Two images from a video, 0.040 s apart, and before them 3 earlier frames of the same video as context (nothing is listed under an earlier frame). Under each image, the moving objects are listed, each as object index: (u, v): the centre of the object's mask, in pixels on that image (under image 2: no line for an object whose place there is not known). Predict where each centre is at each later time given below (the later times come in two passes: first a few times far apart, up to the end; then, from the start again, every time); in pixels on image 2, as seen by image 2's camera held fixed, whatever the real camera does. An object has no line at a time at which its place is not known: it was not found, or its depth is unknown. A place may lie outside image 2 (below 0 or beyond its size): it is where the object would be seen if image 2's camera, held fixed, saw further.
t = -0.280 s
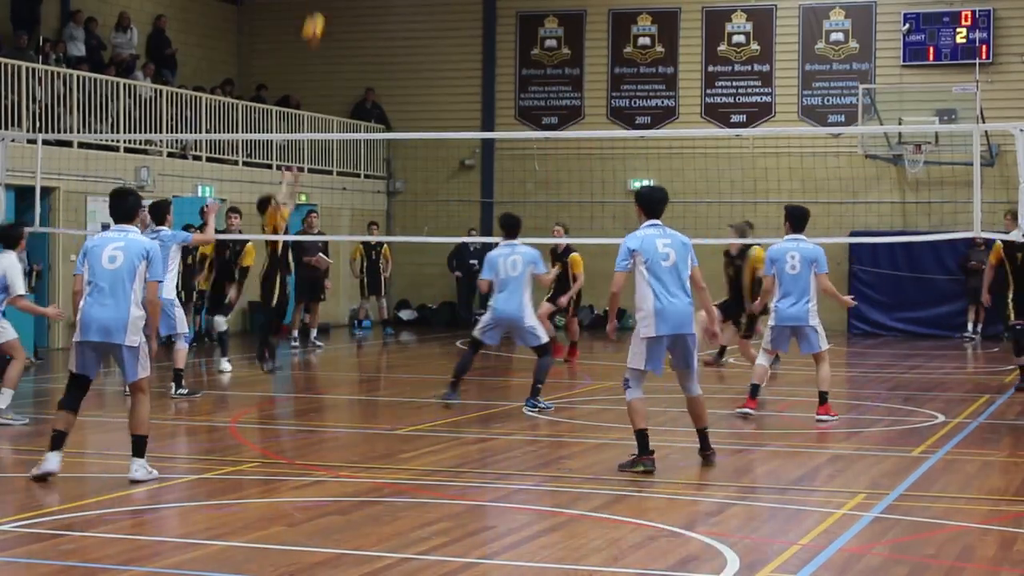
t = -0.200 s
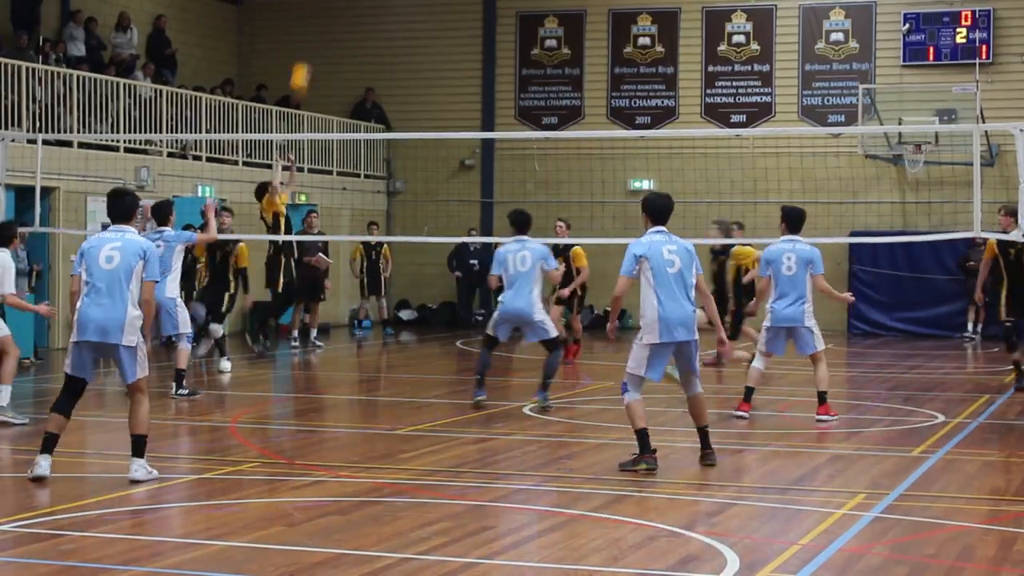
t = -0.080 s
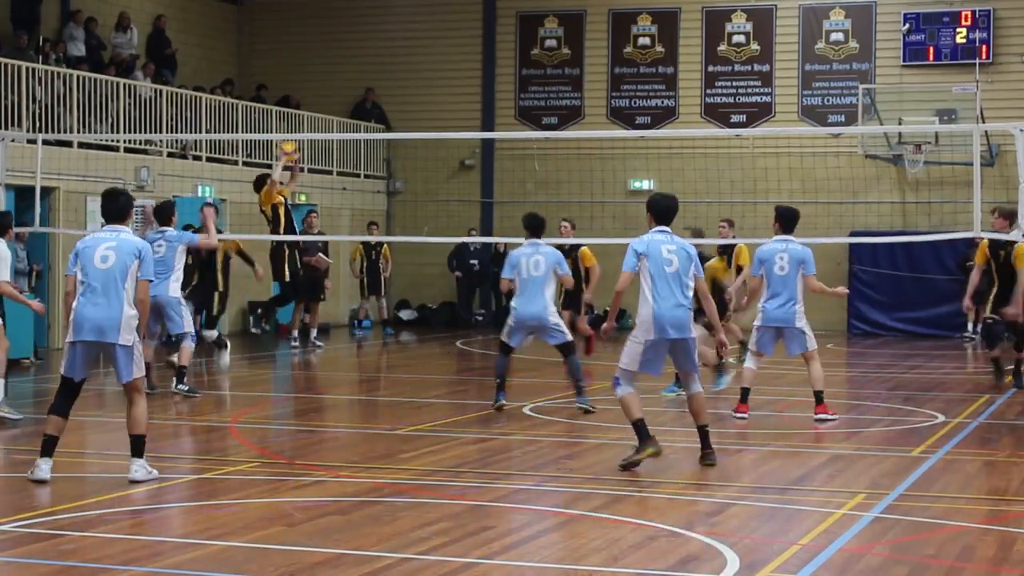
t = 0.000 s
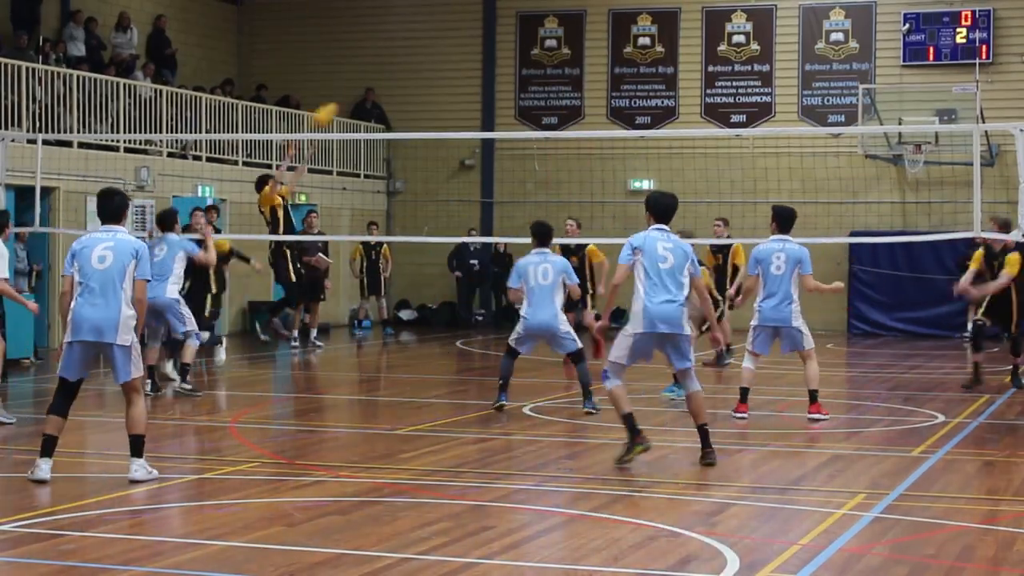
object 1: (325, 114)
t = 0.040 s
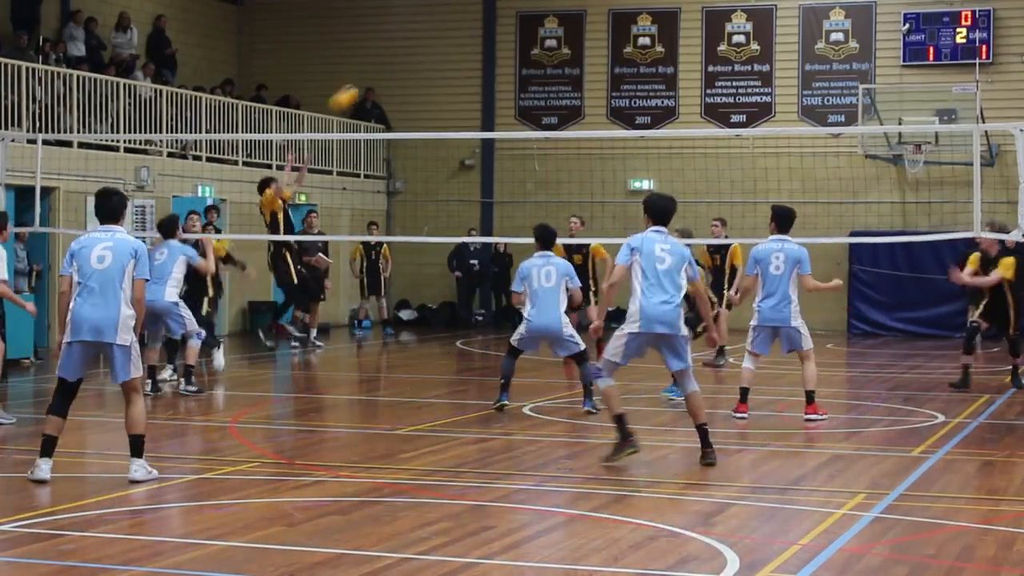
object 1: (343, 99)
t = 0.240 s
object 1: (447, 34)
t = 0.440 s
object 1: (550, 15)
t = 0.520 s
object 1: (591, 18)
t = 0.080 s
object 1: (364, 82)
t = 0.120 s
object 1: (384, 68)
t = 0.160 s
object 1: (404, 55)
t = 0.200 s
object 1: (426, 45)
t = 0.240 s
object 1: (447, 34)
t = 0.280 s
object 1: (467, 27)
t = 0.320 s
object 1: (488, 22)
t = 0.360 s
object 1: (508, 17)
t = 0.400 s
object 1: (529, 15)
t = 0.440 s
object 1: (550, 15)
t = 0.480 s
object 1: (571, 16)
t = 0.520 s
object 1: (591, 18)
